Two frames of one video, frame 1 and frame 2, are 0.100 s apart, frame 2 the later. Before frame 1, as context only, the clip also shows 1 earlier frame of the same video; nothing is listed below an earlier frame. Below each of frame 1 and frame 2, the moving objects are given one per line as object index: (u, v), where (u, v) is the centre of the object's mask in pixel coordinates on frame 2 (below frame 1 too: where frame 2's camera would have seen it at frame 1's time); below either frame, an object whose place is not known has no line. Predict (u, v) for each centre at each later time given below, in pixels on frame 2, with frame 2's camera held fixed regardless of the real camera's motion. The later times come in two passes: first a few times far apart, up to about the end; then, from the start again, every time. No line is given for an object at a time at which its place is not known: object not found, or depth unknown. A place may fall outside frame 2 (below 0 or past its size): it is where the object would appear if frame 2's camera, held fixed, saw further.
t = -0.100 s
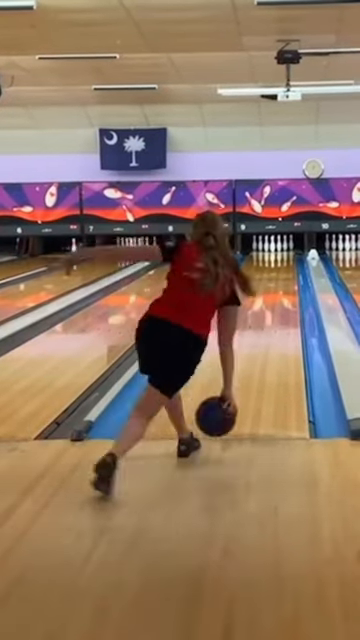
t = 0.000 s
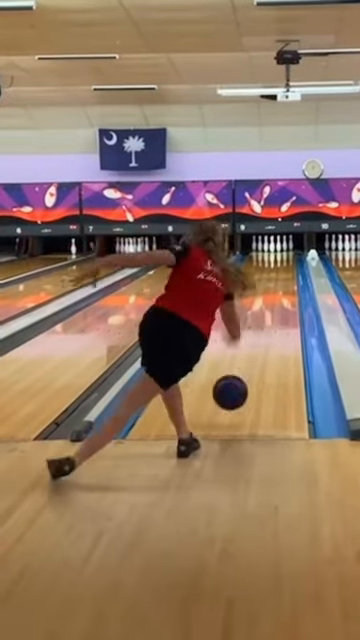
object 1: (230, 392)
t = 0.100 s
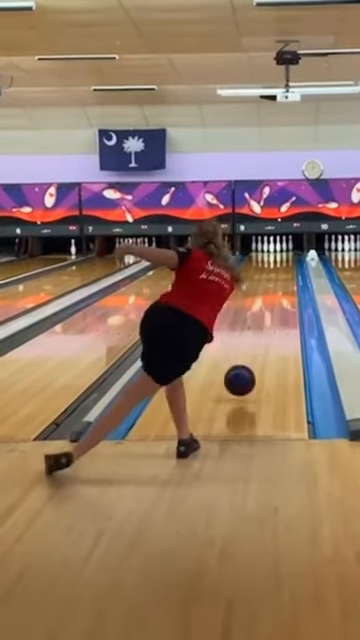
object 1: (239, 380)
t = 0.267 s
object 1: (251, 355)
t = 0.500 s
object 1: (263, 326)
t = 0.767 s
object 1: (271, 303)
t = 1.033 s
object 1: (277, 288)
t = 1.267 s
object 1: (280, 277)
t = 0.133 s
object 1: (242, 379)
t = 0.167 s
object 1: (244, 371)
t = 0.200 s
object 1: (247, 365)
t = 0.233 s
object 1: (249, 360)
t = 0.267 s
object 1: (251, 355)
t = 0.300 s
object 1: (253, 350)
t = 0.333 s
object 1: (255, 345)
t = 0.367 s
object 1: (257, 341)
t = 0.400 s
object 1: (258, 337)
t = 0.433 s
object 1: (260, 333)
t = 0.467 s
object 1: (261, 329)
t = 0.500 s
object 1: (263, 326)
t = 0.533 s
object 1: (264, 322)
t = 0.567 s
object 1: (266, 319)
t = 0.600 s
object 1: (266, 316)
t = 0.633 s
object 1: (267, 313)
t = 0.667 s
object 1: (268, 311)
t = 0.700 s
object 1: (269, 308)
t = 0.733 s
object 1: (270, 306)
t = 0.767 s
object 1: (271, 303)
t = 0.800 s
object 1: (272, 301)
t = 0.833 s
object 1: (272, 299)
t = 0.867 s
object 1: (273, 297)
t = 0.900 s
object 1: (274, 295)
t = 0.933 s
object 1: (275, 293)
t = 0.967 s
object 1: (275, 291)
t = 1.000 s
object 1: (276, 289)
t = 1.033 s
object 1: (277, 288)
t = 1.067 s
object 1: (278, 285)
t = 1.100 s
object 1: (278, 284)
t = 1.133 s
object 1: (278, 282)
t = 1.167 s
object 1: (279, 281)
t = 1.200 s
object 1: (280, 280)
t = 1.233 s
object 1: (280, 278)
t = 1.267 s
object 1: (280, 277)
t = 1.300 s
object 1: (281, 276)
